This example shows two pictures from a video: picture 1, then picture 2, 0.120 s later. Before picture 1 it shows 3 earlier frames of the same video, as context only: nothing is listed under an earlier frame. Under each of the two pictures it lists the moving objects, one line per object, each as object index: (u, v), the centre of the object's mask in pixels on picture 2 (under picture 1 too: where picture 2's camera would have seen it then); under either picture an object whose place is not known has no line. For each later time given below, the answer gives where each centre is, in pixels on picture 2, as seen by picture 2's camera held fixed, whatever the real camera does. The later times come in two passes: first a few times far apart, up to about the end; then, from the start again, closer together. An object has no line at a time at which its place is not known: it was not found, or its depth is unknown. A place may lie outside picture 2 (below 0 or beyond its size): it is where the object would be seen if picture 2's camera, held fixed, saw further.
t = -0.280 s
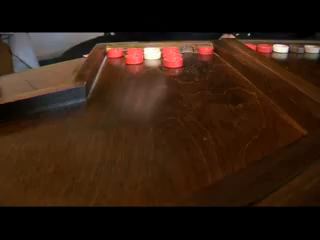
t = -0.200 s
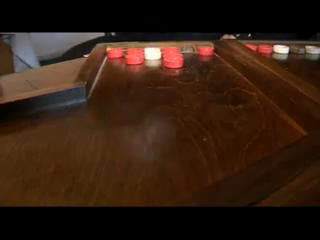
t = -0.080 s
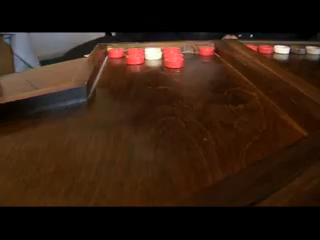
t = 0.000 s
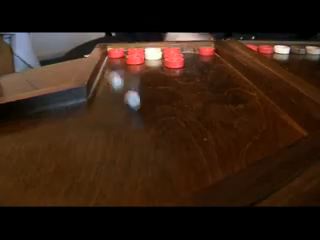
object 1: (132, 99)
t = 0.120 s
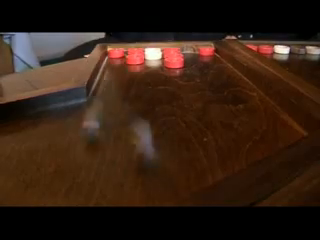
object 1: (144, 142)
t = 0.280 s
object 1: (137, 186)
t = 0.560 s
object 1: (112, 157)
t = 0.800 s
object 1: (114, 155)
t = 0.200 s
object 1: (166, 194)
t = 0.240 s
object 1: (154, 190)
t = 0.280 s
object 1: (137, 186)
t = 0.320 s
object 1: (127, 179)
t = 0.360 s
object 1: (124, 171)
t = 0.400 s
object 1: (122, 165)
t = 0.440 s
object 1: (120, 160)
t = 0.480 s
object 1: (116, 158)
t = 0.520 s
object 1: (113, 157)
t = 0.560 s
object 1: (112, 157)
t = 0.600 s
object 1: (112, 157)
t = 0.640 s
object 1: (113, 156)
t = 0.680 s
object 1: (113, 156)
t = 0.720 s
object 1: (114, 155)
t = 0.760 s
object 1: (114, 155)
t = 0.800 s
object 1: (114, 155)
